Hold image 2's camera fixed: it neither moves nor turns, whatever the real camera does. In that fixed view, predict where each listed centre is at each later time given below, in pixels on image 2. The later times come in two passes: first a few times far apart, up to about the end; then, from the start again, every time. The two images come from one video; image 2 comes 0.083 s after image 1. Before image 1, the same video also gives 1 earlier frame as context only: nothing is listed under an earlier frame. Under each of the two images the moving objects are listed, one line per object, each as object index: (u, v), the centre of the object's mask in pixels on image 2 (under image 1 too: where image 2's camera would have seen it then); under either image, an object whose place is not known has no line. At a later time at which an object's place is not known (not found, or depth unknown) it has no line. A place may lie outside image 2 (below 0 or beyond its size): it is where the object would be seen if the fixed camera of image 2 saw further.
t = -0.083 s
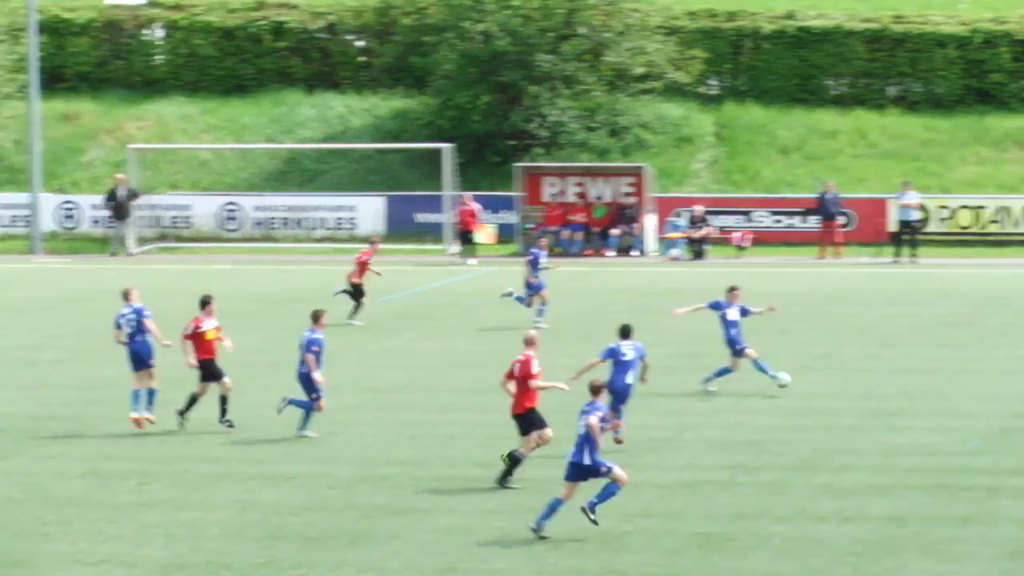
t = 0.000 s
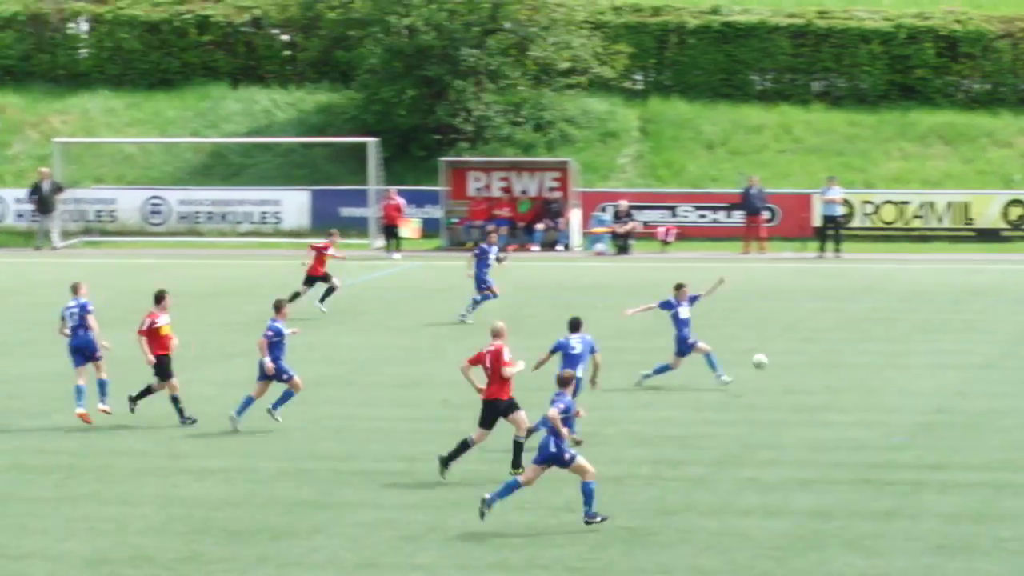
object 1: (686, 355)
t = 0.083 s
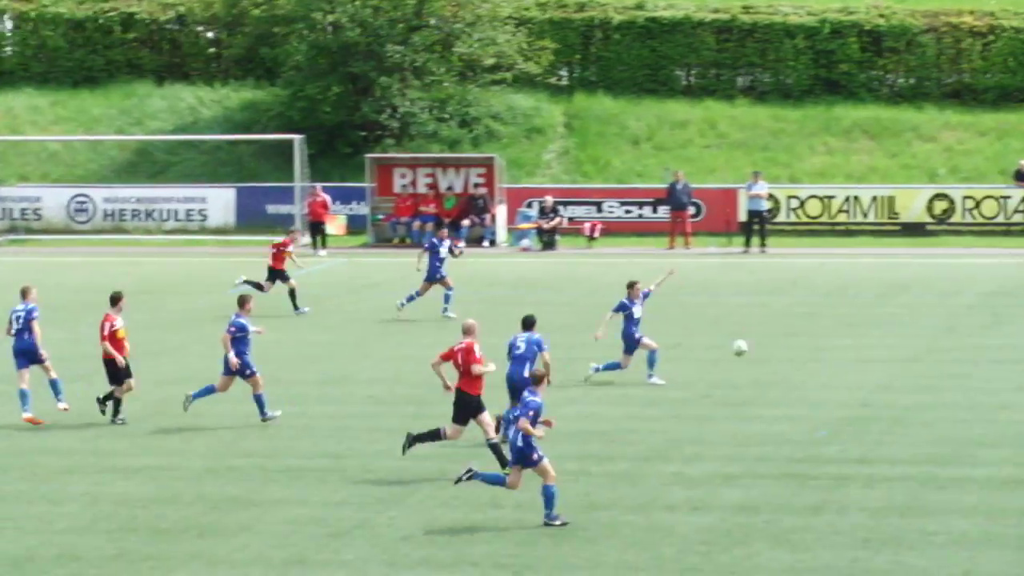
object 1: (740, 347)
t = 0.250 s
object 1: (848, 346)
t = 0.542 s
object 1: (1046, 396)
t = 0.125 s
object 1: (767, 345)
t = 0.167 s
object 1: (794, 344)
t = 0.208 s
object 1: (821, 344)
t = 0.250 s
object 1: (848, 346)
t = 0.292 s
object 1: (876, 349)
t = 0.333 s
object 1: (905, 354)
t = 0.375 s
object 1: (933, 359)
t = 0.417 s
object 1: (960, 367)
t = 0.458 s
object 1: (988, 375)
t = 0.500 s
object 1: (1017, 385)
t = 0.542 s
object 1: (1046, 396)
